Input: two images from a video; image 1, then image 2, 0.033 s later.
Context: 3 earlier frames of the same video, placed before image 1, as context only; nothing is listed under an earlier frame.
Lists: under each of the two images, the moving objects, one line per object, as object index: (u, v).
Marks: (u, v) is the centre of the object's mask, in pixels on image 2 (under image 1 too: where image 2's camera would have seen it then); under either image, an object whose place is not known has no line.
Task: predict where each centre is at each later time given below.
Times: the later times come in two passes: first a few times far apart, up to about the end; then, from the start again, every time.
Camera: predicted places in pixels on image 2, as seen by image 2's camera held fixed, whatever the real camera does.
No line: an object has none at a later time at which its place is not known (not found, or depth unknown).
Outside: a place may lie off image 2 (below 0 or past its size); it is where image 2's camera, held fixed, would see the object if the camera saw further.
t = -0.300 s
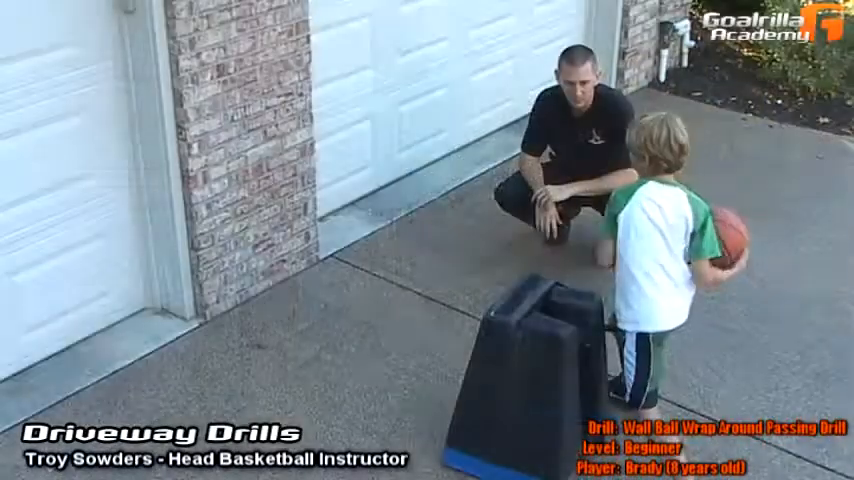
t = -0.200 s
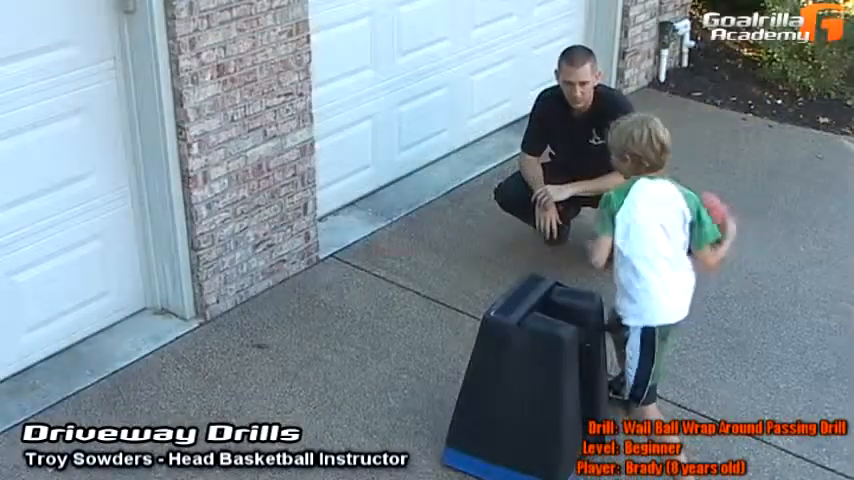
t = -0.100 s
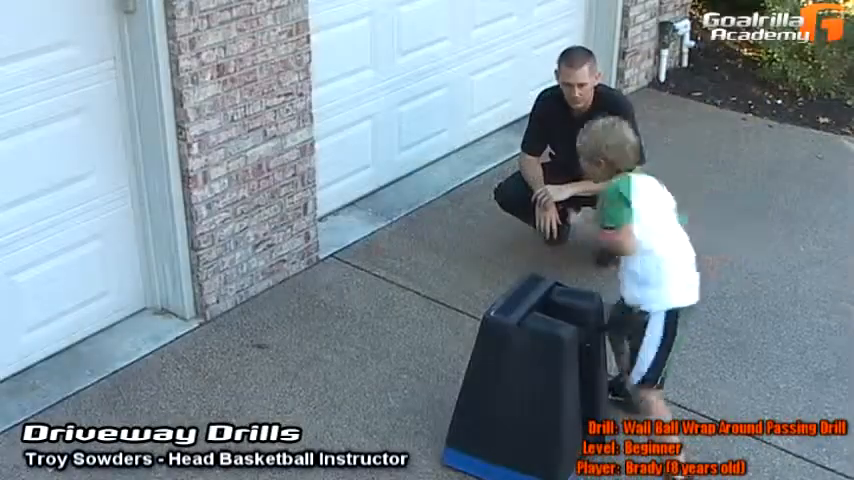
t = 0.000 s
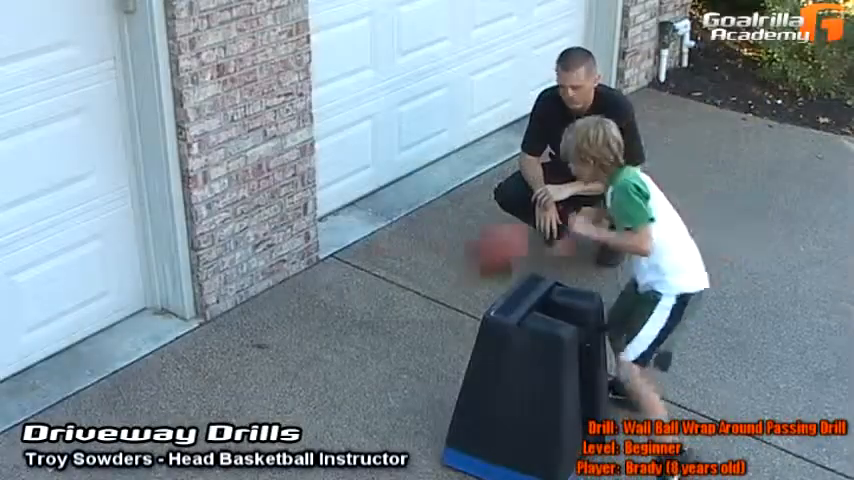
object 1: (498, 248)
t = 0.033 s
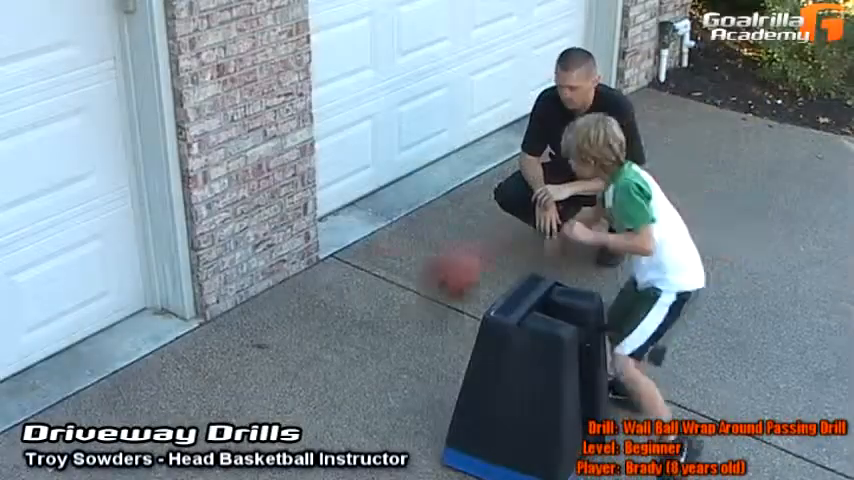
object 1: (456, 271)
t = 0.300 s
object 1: (268, 159)
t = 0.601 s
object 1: (334, 190)
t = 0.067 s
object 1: (414, 293)
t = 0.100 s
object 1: (389, 274)
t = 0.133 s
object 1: (363, 249)
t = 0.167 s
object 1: (341, 228)
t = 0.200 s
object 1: (314, 201)
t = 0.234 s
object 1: (292, 186)
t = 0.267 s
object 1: (269, 169)
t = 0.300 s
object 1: (268, 159)
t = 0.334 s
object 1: (275, 152)
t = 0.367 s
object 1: (281, 148)
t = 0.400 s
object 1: (287, 146)
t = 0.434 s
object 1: (294, 144)
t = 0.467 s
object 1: (301, 147)
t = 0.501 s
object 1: (308, 154)
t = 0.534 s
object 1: (316, 162)
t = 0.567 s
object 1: (324, 174)
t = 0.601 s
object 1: (334, 190)
